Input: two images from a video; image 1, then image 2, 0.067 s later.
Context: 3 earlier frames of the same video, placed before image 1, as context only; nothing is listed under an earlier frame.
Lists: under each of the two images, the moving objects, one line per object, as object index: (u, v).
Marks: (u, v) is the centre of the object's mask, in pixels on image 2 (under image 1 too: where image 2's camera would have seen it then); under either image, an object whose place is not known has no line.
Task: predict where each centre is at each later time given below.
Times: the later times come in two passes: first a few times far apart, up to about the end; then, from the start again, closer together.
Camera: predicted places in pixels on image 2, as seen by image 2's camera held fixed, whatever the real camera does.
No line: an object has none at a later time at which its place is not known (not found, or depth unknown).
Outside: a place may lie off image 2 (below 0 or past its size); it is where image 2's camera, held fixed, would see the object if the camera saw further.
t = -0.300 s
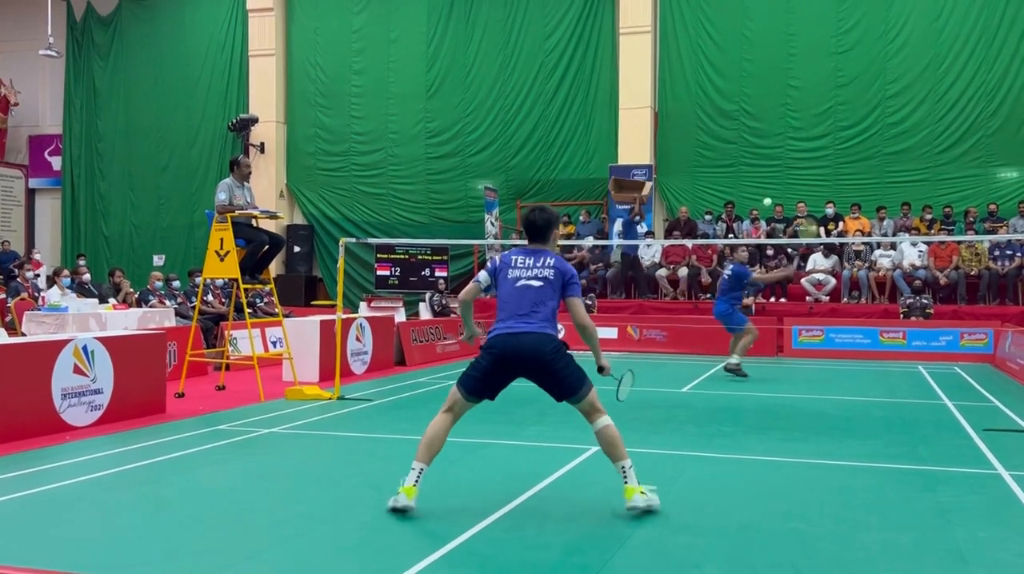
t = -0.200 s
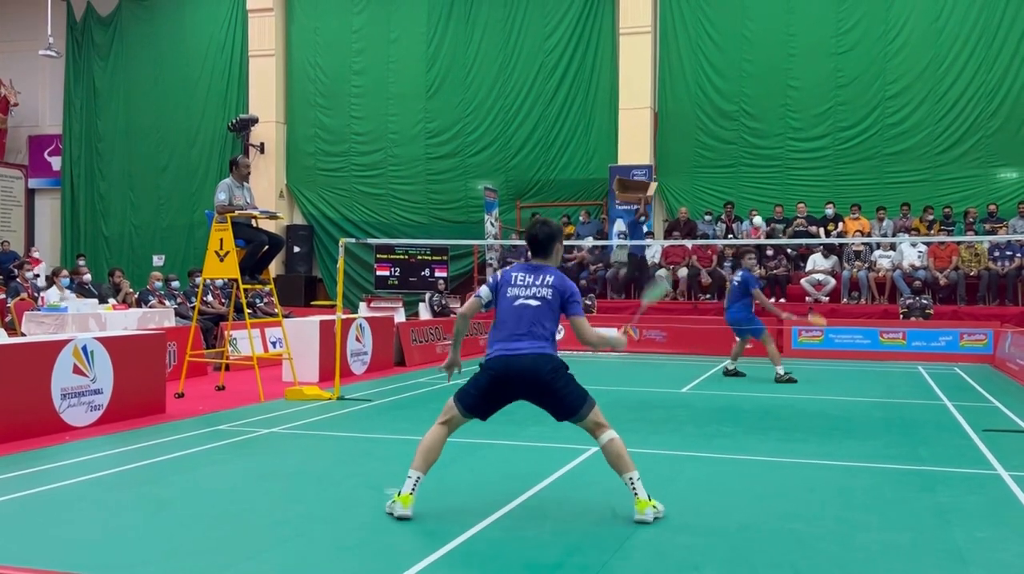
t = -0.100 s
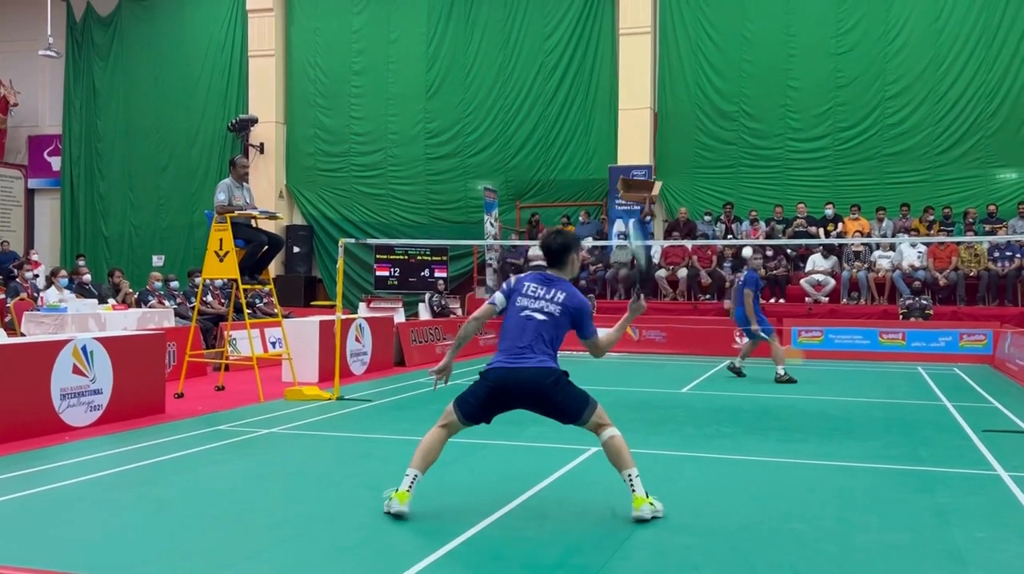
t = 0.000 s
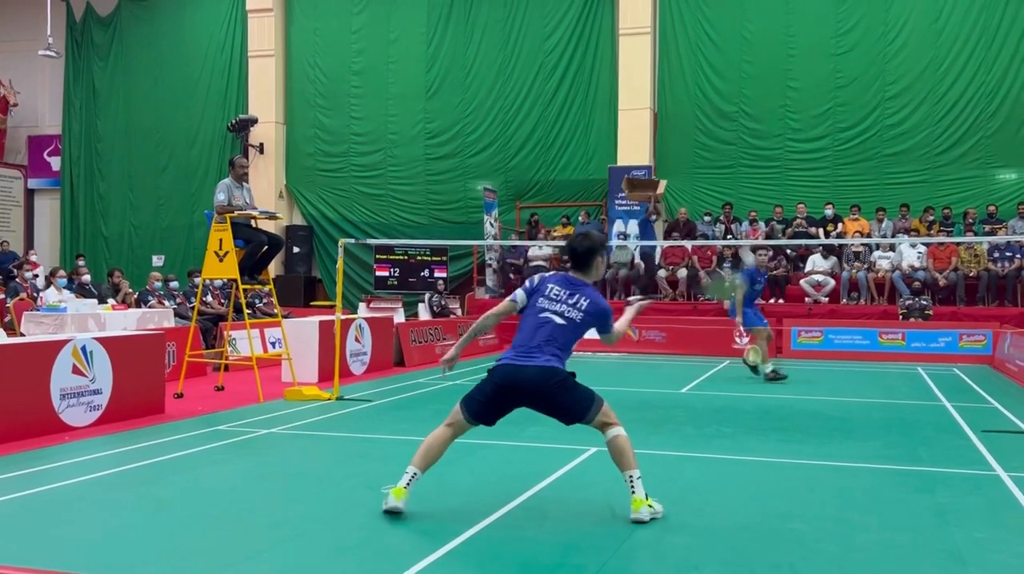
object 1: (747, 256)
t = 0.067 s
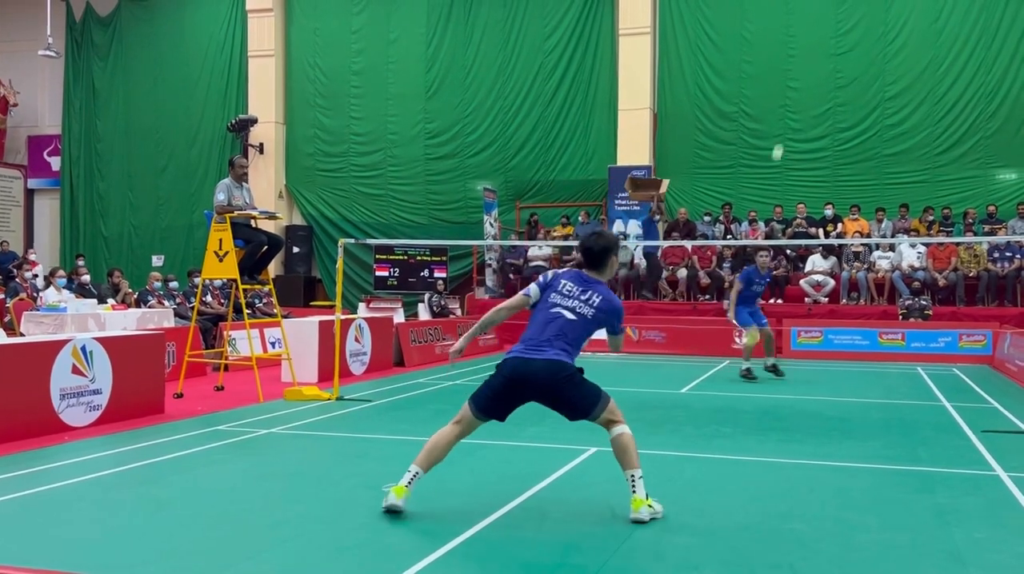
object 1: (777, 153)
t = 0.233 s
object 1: (806, 69)
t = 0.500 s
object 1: (821, 61)
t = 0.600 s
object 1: (825, 72)
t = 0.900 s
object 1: (832, 140)
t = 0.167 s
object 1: (798, 89)
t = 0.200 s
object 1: (802, 77)
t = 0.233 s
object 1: (806, 69)
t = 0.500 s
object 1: (821, 61)
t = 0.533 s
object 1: (823, 64)
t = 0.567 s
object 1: (824, 68)
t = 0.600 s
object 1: (825, 72)
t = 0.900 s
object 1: (832, 140)
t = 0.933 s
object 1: (833, 150)
